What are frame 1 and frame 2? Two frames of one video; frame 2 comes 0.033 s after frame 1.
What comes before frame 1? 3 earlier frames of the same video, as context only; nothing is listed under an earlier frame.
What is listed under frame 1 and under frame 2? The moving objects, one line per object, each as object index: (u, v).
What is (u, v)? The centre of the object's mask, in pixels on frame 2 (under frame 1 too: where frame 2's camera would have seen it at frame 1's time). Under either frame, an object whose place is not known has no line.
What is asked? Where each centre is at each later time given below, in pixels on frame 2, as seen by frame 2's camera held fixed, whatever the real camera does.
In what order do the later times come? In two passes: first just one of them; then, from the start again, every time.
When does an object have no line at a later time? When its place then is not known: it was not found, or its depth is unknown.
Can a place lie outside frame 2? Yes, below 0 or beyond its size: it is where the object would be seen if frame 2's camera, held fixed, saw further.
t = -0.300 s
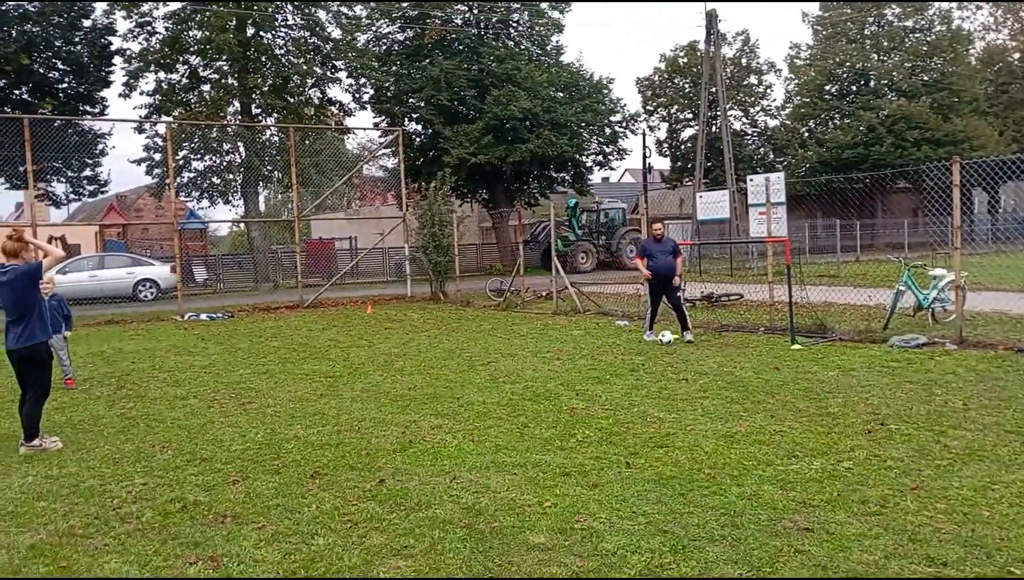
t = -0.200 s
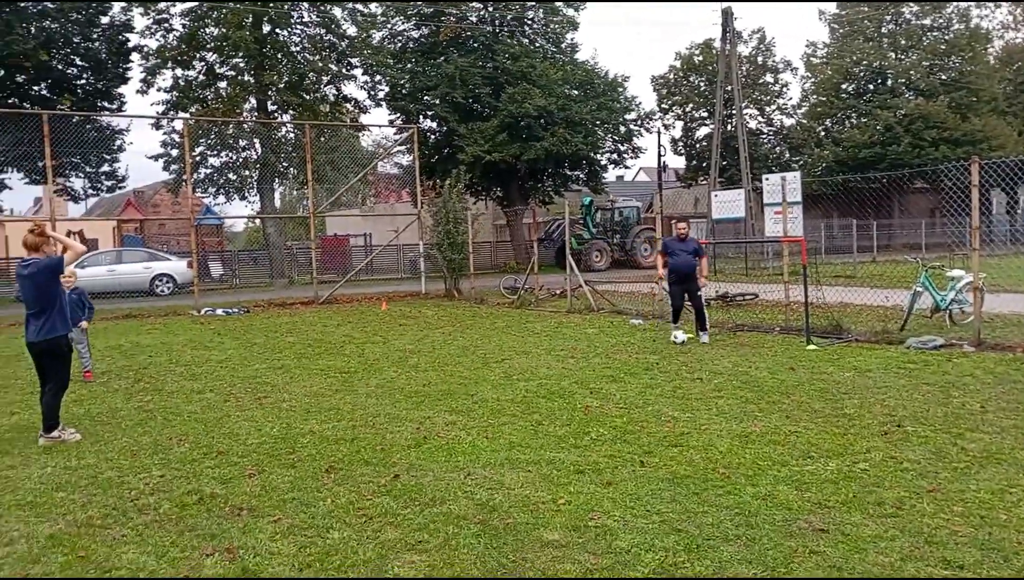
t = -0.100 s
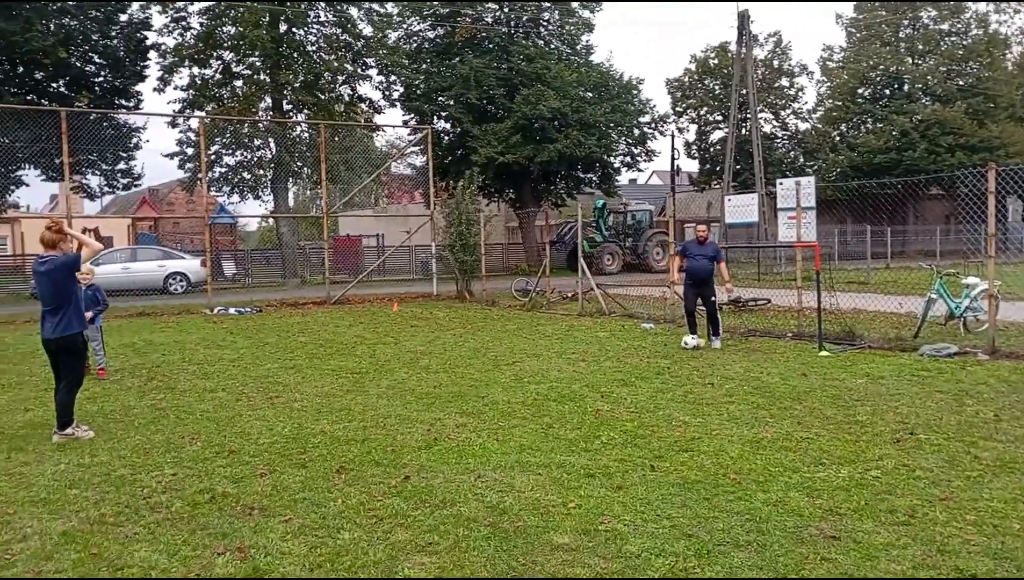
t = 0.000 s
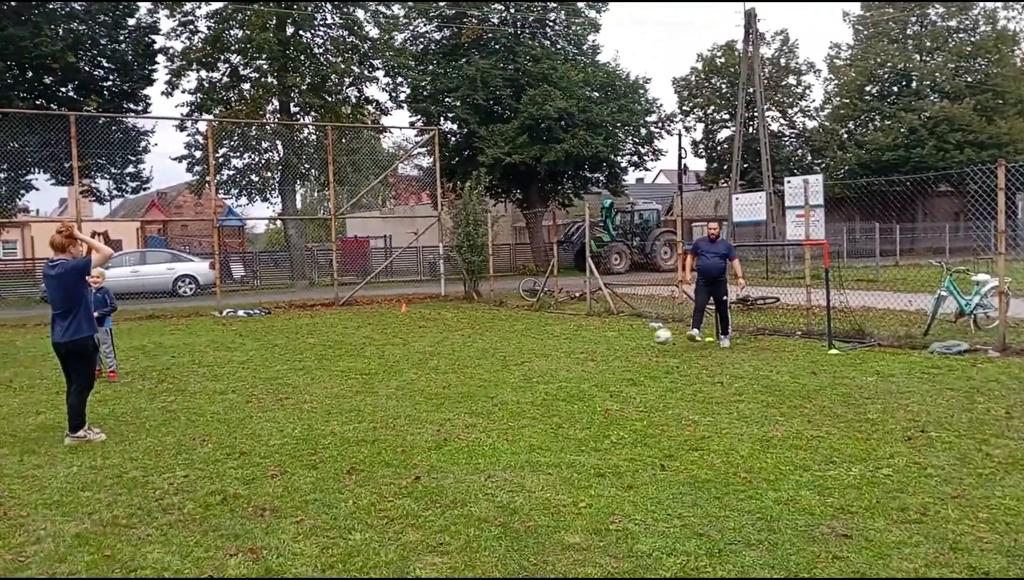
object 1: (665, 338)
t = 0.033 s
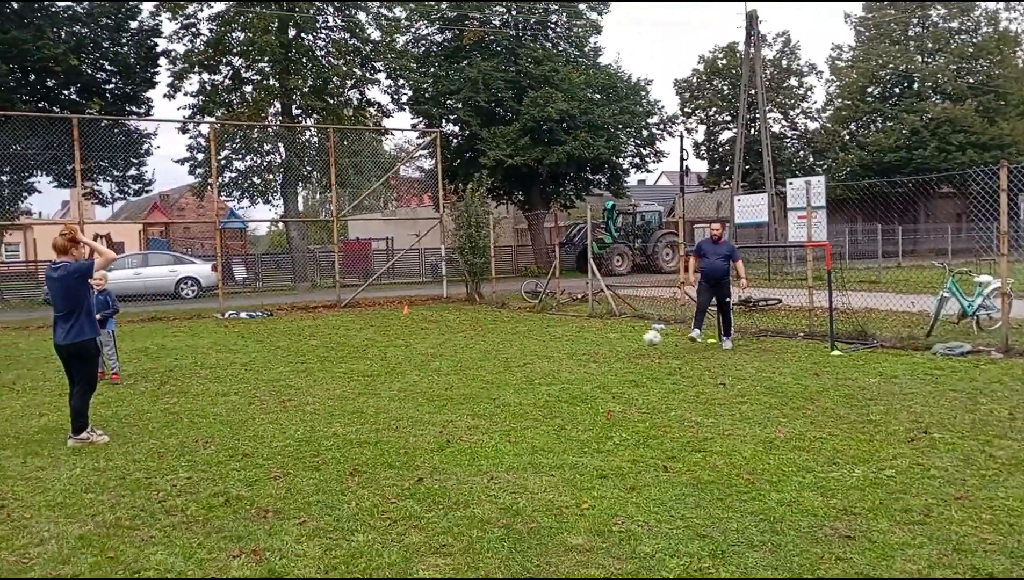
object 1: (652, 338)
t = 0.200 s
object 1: (581, 353)
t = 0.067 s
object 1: (638, 339)
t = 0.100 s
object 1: (624, 341)
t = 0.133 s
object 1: (610, 344)
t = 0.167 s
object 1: (595, 348)
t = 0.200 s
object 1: (581, 353)
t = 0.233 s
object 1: (565, 361)
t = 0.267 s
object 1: (549, 365)
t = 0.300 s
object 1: (536, 366)
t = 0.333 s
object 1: (523, 365)
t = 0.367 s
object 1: (510, 365)
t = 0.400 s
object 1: (497, 367)
